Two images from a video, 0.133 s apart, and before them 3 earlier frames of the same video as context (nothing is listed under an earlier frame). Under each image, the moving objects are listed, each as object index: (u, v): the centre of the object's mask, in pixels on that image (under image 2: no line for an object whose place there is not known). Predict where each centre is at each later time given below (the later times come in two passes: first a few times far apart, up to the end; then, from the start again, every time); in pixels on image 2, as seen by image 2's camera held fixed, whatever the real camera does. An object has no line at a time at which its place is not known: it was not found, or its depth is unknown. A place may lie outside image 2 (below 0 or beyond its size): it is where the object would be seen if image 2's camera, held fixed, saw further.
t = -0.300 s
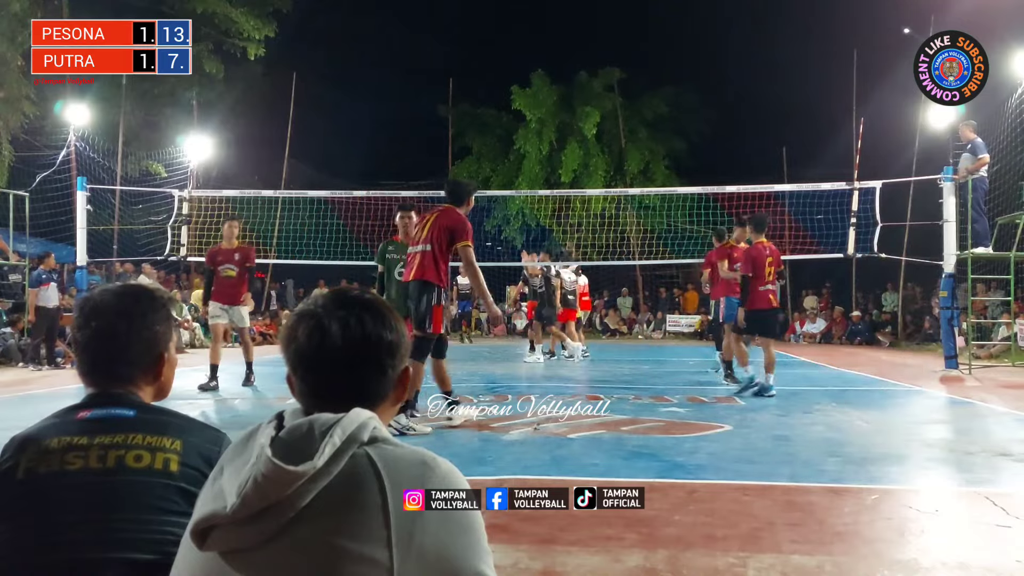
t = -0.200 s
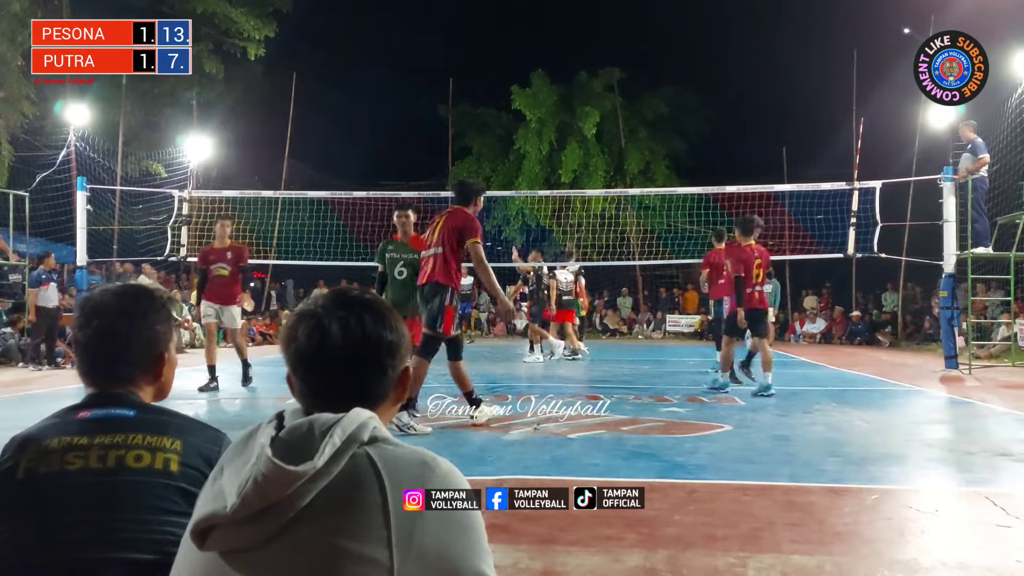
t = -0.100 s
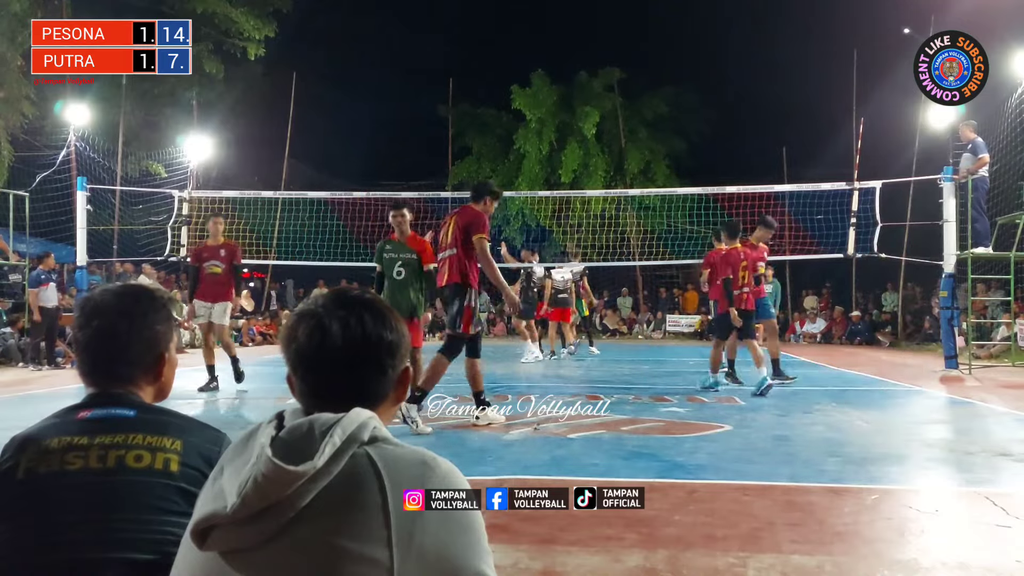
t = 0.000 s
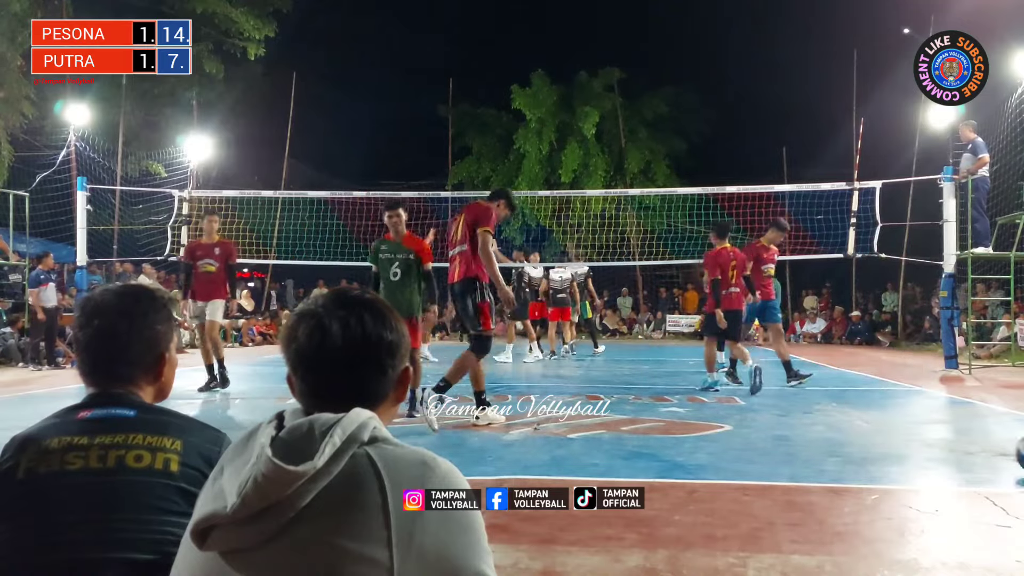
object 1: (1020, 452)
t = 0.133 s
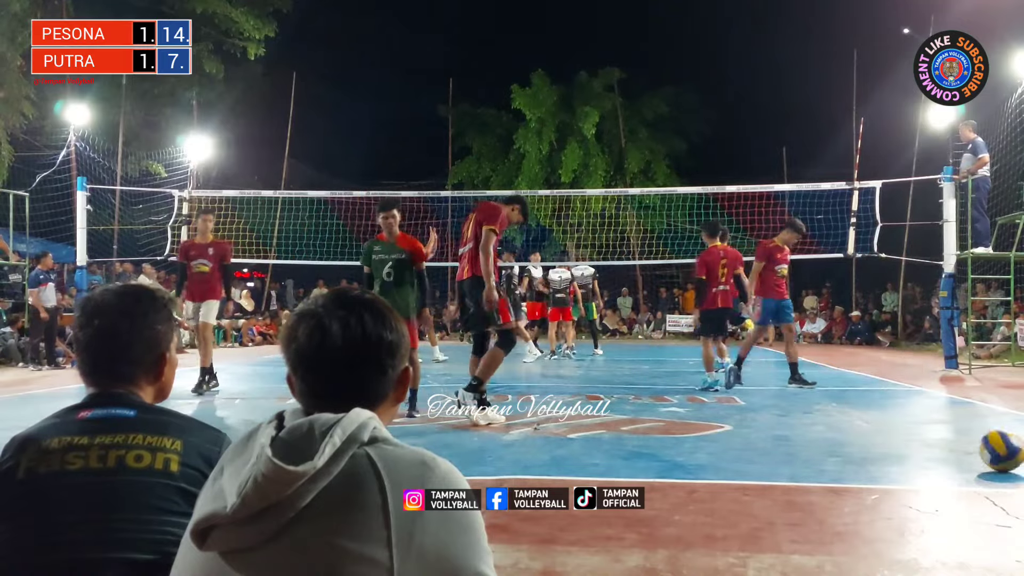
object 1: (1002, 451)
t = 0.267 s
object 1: (964, 446)
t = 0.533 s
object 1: (895, 438)
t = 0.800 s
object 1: (832, 429)
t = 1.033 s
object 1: (787, 423)
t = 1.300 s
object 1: (744, 417)
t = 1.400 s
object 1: (728, 416)
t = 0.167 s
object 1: (992, 449)
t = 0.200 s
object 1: (982, 449)
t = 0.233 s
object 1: (973, 446)
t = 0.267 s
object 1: (964, 446)
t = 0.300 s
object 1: (954, 444)
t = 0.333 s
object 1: (945, 443)
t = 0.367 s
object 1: (937, 442)
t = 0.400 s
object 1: (928, 440)
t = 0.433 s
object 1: (919, 440)
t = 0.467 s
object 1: (911, 439)
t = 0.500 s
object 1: (900, 438)
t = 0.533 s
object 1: (895, 438)
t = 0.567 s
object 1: (887, 436)
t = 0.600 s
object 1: (876, 435)
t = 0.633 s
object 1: (868, 434)
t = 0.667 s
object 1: (864, 433)
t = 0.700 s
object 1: (857, 432)
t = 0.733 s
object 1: (846, 431)
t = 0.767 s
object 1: (839, 430)
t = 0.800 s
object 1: (832, 429)
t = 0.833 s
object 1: (828, 429)
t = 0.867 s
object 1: (818, 427)
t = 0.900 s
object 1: (813, 427)
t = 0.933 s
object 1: (805, 426)
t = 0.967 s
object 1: (802, 425)
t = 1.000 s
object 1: (794, 424)
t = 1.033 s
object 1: (787, 423)
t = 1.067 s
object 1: (780, 422)
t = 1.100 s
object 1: (777, 422)
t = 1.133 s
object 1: (772, 421)
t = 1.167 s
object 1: (763, 420)
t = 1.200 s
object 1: (761, 420)
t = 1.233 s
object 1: (755, 419)
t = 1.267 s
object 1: (749, 418)
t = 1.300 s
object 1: (744, 417)
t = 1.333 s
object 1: (738, 417)
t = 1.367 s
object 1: (734, 416)
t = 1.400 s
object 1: (728, 416)
